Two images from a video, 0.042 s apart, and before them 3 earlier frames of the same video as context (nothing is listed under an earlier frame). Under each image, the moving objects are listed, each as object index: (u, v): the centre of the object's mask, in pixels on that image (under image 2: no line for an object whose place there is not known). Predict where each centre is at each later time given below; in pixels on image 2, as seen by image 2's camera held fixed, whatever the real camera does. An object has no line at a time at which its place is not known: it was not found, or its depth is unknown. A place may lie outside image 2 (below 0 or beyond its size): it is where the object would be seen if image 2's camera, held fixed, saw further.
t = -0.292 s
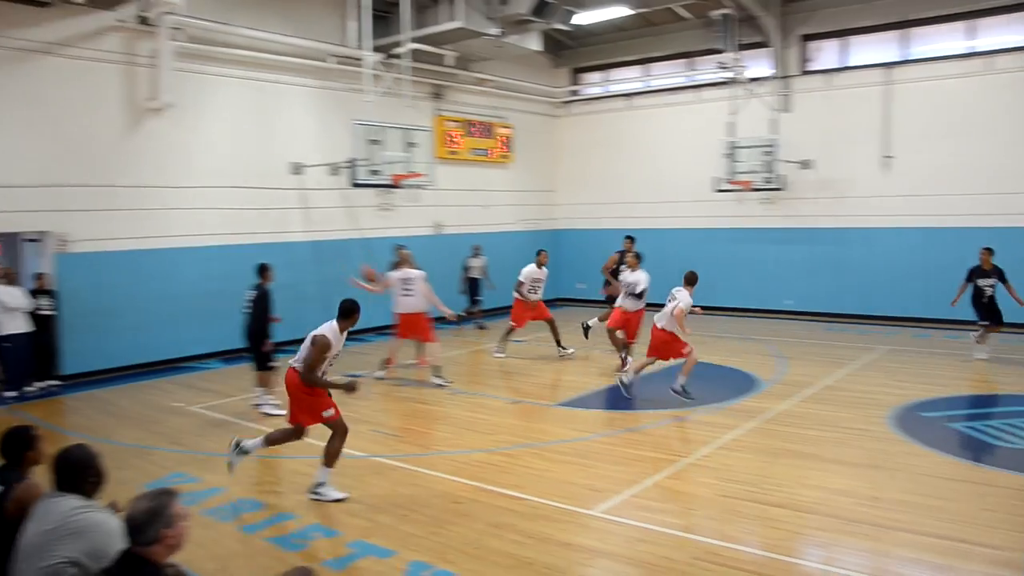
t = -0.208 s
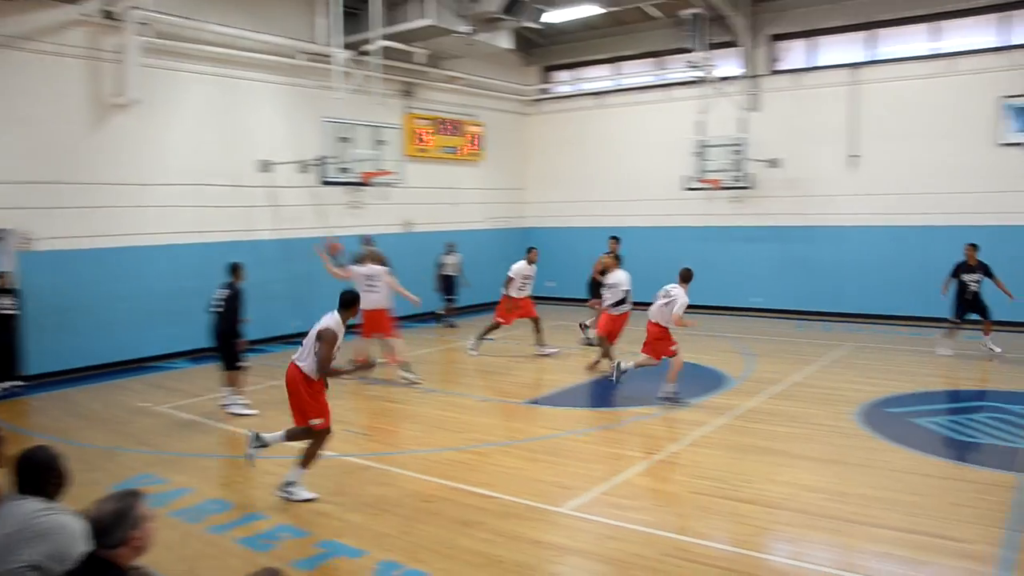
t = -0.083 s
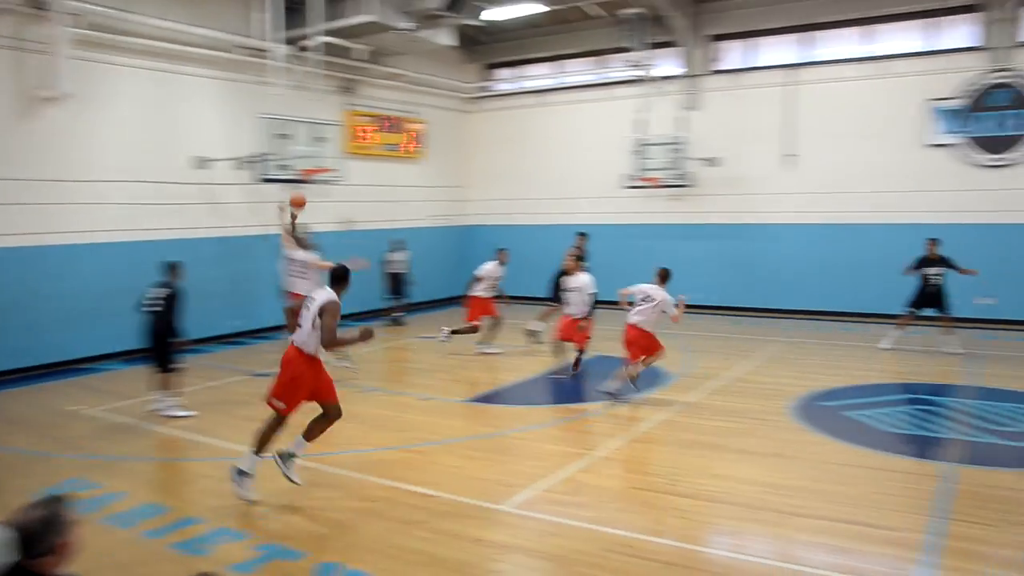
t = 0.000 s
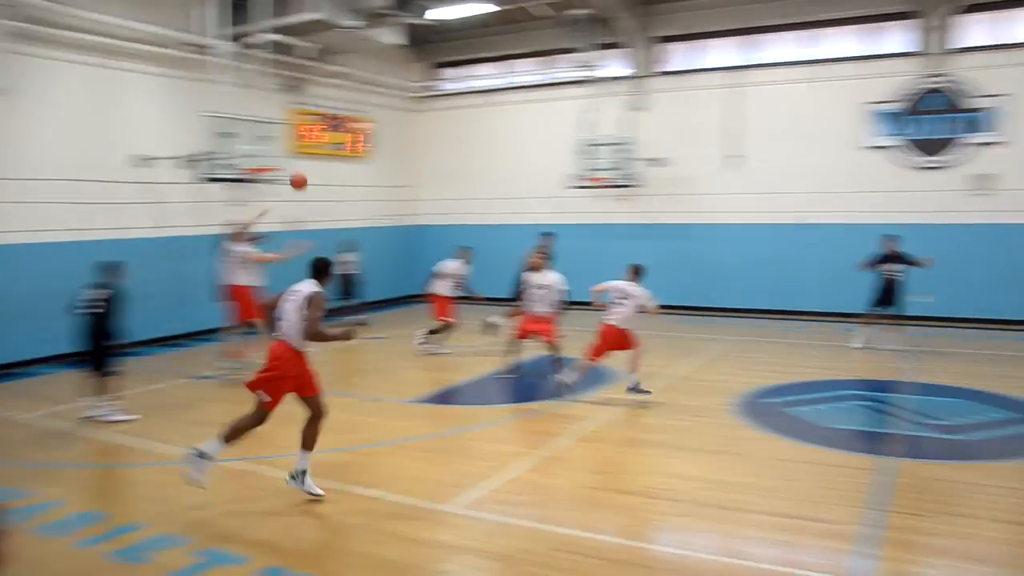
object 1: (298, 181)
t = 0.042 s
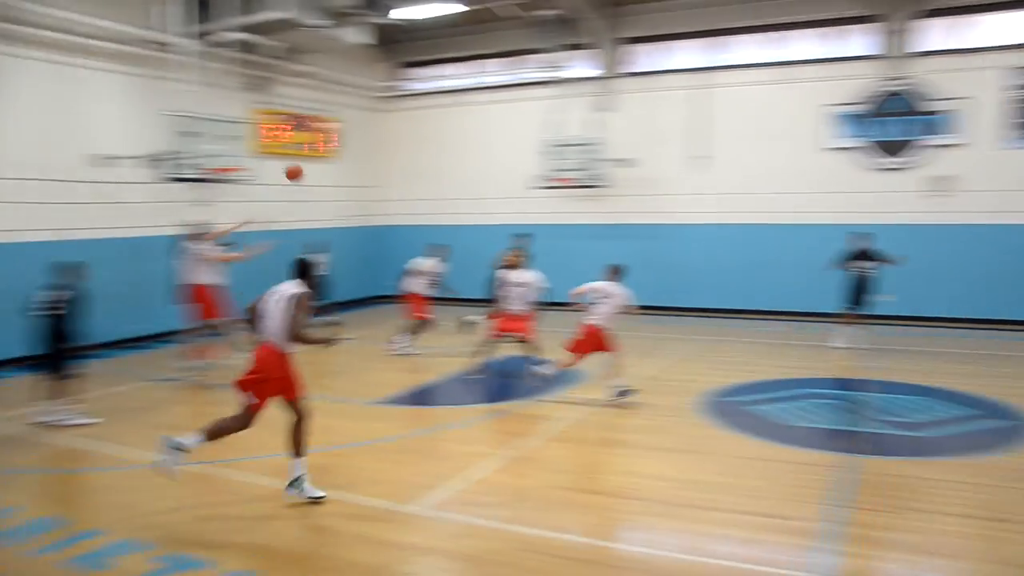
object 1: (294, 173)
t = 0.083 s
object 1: (318, 163)
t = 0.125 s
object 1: (342, 157)
